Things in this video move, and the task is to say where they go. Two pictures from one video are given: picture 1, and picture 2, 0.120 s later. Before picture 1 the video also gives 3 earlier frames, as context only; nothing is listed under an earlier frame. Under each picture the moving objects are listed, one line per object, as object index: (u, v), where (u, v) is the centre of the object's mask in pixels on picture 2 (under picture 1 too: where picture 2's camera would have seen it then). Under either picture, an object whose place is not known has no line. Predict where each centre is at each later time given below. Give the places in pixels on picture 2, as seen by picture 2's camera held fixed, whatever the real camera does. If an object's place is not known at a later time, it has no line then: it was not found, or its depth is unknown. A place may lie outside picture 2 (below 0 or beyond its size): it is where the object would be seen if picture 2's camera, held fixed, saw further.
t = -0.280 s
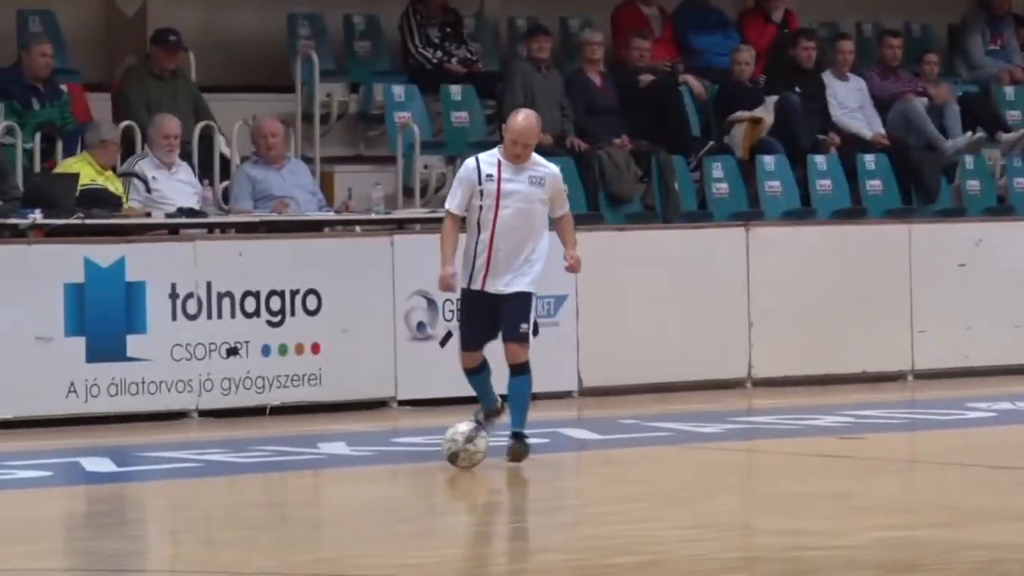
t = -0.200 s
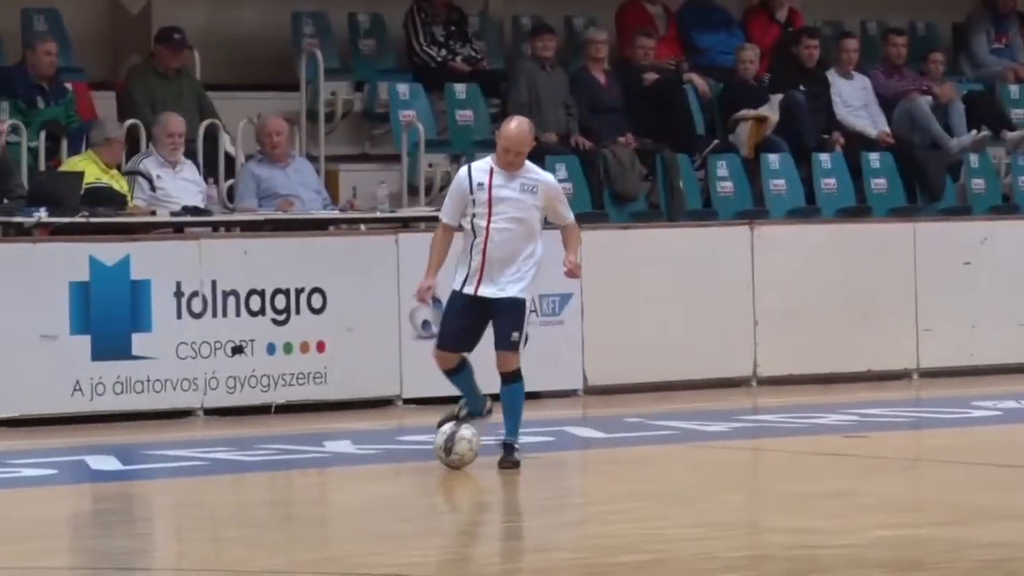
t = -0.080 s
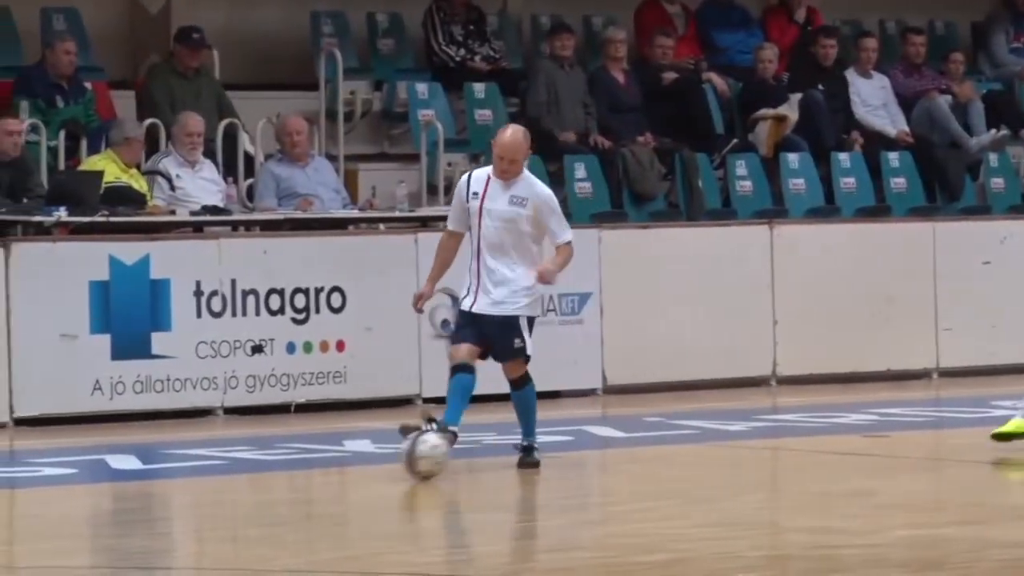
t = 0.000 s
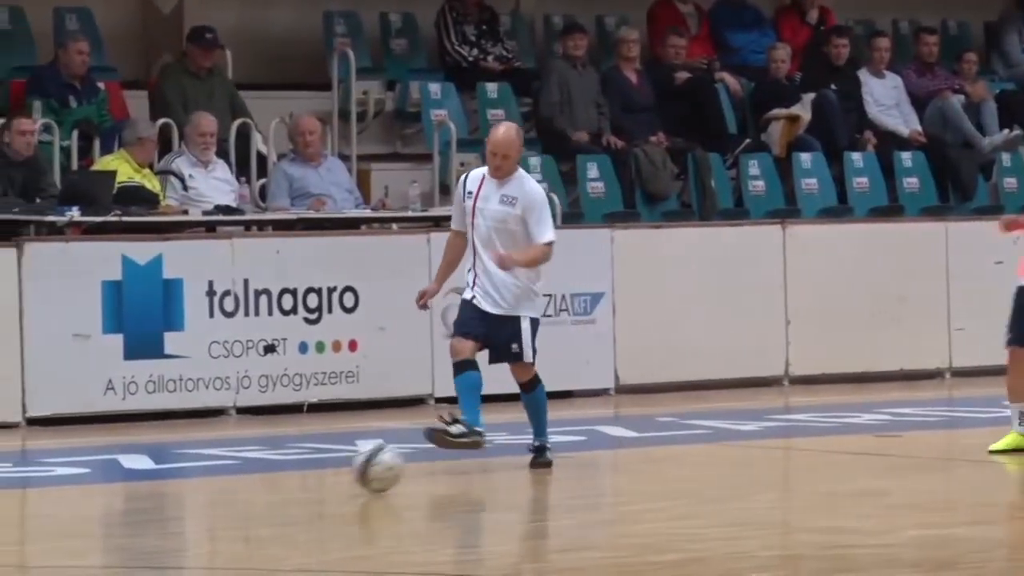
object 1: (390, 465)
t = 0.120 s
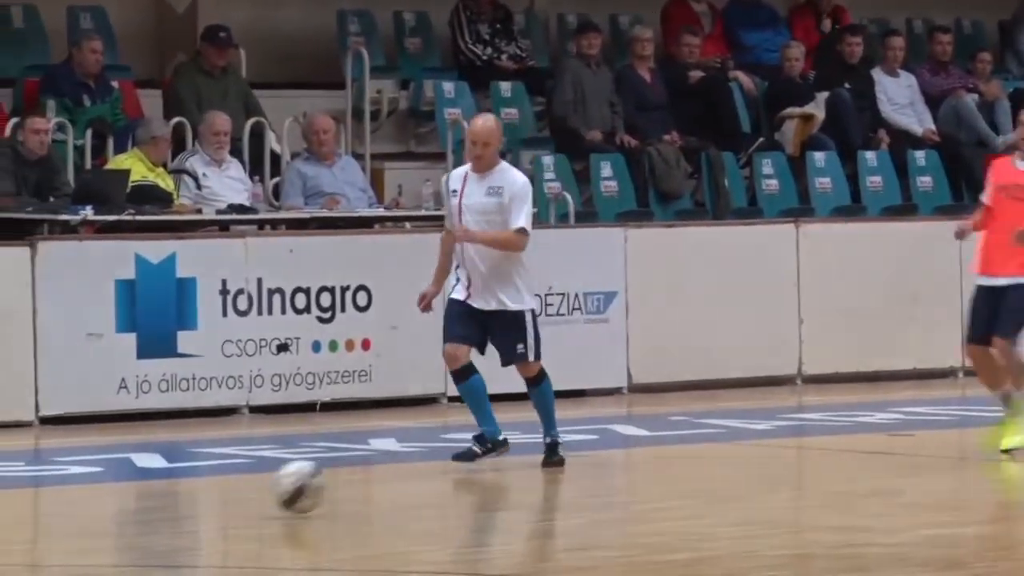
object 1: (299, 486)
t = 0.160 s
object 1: (267, 492)
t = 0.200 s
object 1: (235, 503)
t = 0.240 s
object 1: (201, 511)
